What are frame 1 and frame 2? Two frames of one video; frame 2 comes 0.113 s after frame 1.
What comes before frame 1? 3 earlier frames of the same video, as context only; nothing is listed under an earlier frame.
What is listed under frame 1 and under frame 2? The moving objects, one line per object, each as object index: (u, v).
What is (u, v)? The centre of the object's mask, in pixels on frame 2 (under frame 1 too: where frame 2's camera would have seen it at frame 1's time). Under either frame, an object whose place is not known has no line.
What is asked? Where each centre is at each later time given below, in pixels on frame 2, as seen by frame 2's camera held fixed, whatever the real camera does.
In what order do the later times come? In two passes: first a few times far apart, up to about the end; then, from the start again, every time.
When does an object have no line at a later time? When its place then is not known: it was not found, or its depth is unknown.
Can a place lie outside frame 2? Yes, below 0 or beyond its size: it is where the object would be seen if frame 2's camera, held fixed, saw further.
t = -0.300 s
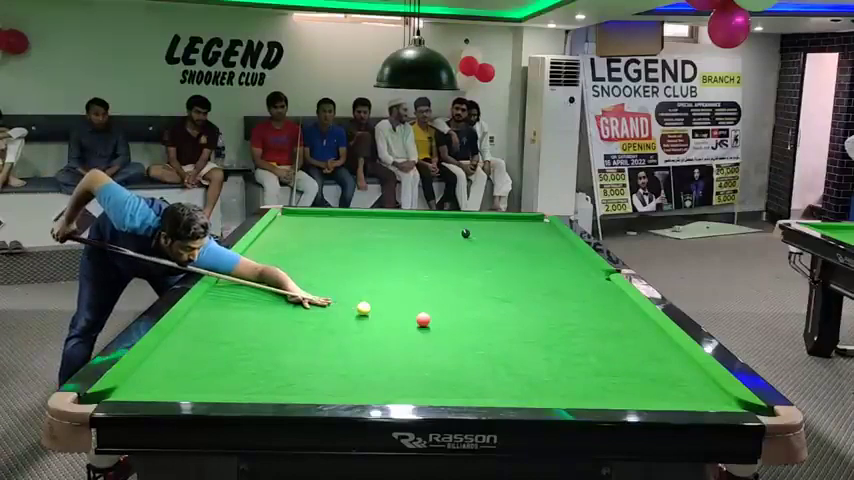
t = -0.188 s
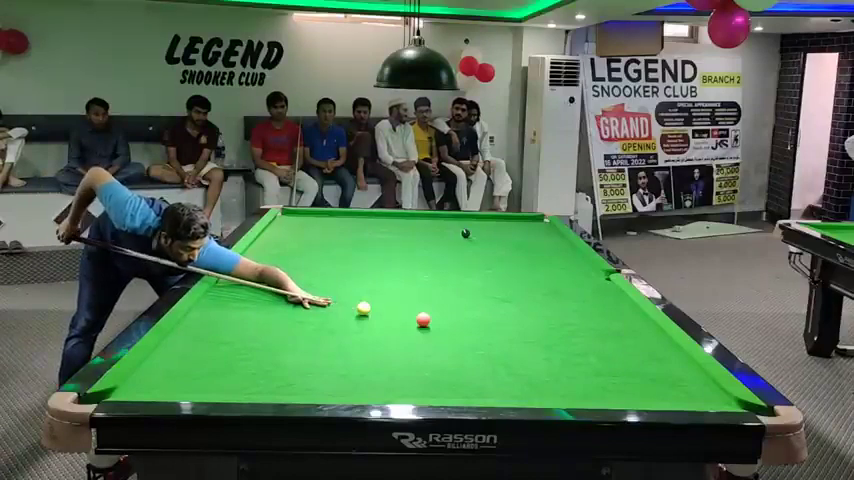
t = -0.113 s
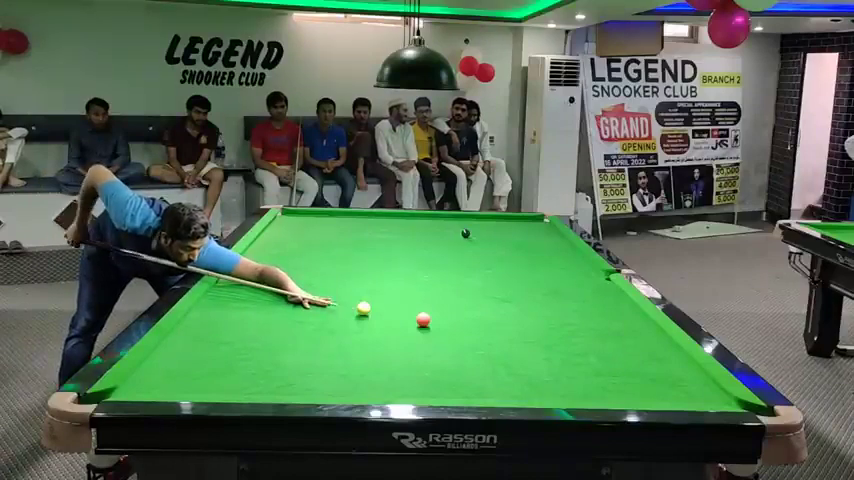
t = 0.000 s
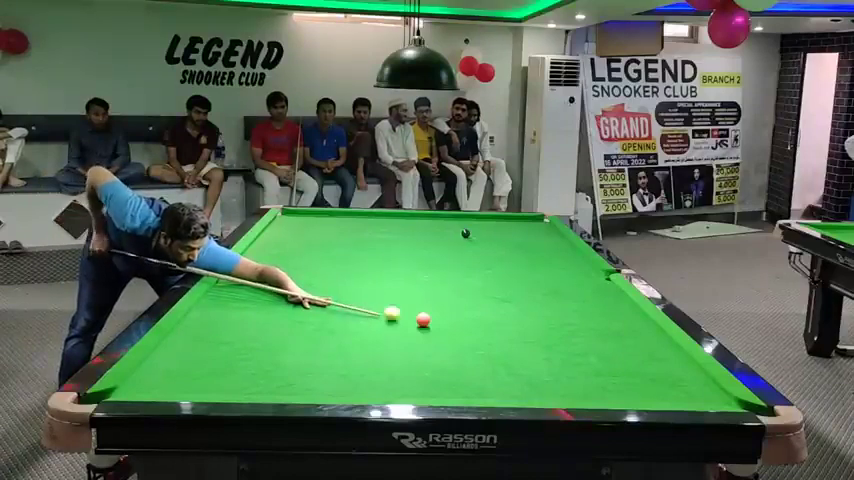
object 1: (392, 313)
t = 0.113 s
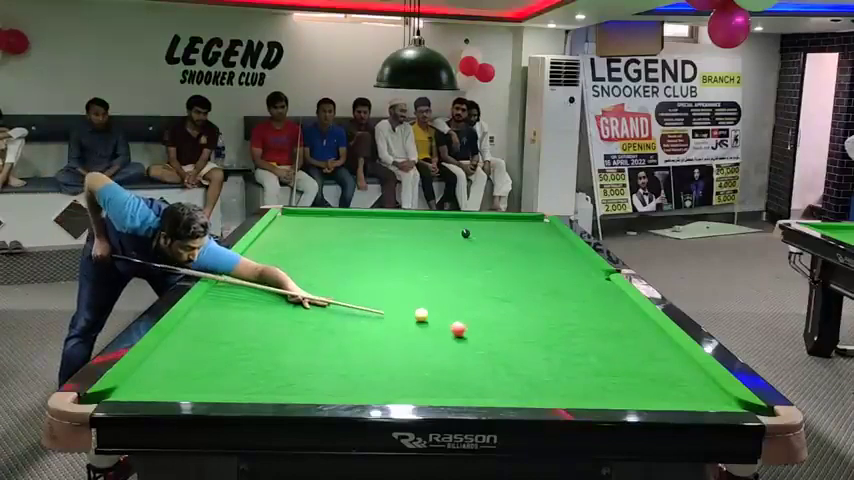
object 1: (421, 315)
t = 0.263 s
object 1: (426, 311)
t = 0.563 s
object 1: (423, 303)
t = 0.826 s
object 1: (421, 297)
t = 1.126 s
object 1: (419, 291)
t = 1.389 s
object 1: (417, 286)
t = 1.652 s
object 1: (415, 281)
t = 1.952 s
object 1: (414, 277)
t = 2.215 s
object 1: (413, 273)
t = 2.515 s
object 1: (412, 270)
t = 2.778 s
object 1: (411, 268)
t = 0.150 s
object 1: (423, 314)
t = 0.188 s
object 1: (425, 313)
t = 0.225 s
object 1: (426, 312)
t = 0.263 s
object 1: (426, 311)
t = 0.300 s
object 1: (425, 310)
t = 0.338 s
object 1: (425, 309)
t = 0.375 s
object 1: (425, 308)
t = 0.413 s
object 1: (424, 307)
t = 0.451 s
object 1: (424, 306)
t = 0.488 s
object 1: (424, 305)
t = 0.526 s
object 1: (423, 304)
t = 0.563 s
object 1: (423, 303)
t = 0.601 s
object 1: (422, 302)
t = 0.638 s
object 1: (422, 301)
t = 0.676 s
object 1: (422, 300)
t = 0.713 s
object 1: (421, 299)
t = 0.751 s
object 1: (421, 298)
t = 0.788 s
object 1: (421, 298)
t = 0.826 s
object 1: (421, 297)
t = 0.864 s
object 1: (420, 296)
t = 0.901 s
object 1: (420, 295)
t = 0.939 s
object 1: (420, 295)
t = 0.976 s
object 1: (419, 294)
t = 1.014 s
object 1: (419, 293)
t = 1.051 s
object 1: (419, 292)
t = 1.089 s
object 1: (419, 292)
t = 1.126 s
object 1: (419, 291)
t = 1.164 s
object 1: (418, 290)
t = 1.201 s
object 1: (418, 289)
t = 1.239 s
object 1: (418, 288)
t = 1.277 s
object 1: (418, 288)
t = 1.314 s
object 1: (417, 287)
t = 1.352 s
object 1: (417, 286)
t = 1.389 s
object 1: (417, 286)
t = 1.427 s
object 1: (417, 285)
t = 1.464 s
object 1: (416, 284)
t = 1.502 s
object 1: (416, 283)
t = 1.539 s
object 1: (416, 283)
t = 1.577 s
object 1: (416, 282)
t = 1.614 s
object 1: (415, 282)
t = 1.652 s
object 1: (415, 281)
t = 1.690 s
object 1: (415, 280)
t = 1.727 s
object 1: (415, 280)
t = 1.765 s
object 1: (415, 279)
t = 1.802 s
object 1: (414, 279)
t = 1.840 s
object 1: (414, 278)
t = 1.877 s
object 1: (414, 278)
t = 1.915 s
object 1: (414, 277)
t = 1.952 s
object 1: (414, 277)
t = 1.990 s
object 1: (414, 276)
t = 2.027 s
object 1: (414, 276)
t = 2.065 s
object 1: (413, 275)
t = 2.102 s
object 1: (413, 275)
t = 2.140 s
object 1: (413, 274)
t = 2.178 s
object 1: (413, 274)
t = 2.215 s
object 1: (413, 273)
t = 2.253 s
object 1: (412, 273)
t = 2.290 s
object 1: (412, 272)
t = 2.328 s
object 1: (412, 272)
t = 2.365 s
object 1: (412, 271)
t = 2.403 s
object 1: (412, 271)
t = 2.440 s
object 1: (412, 271)
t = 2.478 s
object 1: (412, 270)
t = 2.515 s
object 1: (412, 270)
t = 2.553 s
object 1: (412, 270)
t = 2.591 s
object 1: (412, 269)
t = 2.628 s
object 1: (411, 269)
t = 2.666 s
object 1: (411, 269)
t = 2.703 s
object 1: (411, 268)
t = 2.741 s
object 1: (411, 268)
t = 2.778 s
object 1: (411, 268)
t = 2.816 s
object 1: (411, 267)
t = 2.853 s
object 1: (411, 267)
